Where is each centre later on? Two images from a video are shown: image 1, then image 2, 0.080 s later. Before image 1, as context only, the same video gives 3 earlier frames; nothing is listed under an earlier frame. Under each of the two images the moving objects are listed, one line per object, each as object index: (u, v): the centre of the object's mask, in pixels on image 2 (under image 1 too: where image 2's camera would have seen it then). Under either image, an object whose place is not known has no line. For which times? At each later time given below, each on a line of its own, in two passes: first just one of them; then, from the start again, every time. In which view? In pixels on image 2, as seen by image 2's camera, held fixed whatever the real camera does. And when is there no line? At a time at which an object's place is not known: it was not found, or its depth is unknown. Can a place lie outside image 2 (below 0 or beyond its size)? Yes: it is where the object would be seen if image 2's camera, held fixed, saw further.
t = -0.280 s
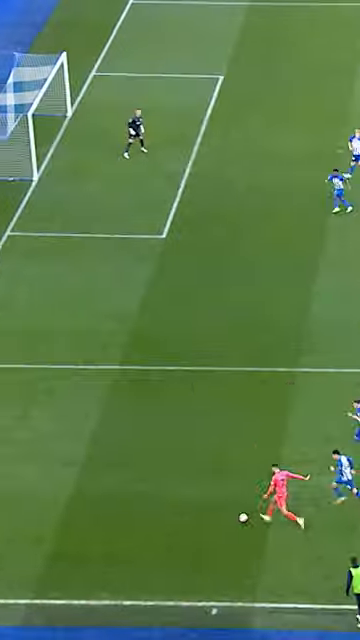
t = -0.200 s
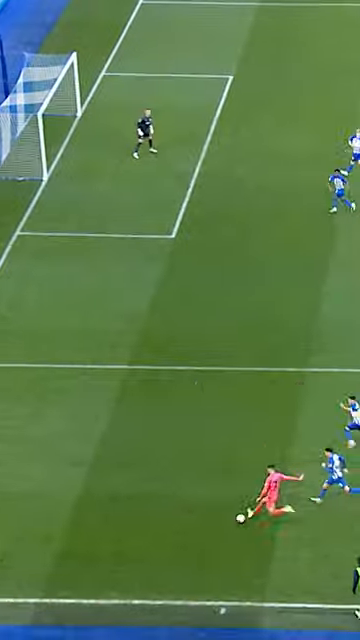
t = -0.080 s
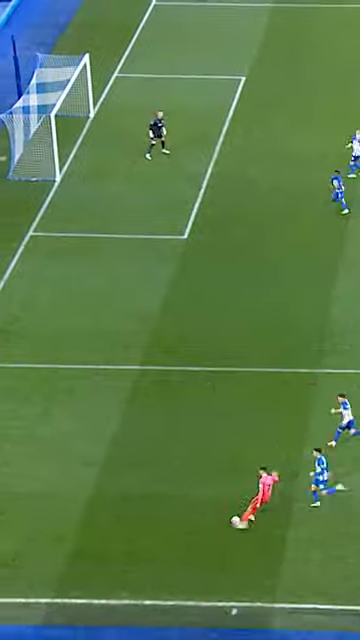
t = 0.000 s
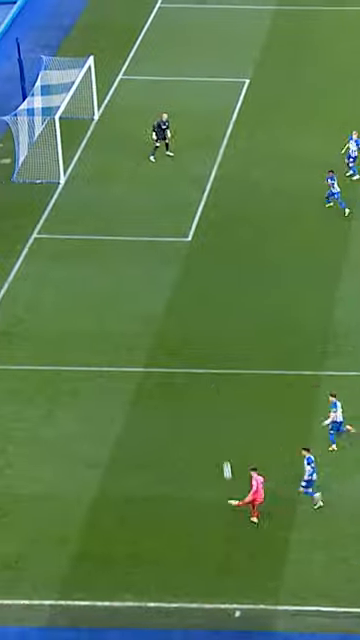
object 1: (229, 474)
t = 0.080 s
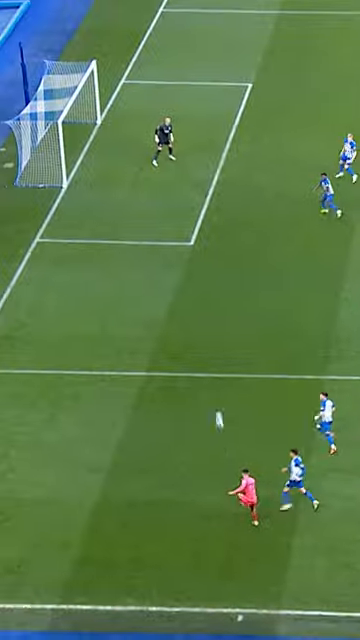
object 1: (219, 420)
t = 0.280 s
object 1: (202, 305)
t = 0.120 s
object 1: (215, 395)
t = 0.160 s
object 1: (211, 370)
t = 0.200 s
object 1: (208, 348)
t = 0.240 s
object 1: (205, 326)
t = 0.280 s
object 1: (202, 305)
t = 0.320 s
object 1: (201, 285)
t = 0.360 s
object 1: (199, 267)
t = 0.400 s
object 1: (197, 249)
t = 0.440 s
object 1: (196, 232)
